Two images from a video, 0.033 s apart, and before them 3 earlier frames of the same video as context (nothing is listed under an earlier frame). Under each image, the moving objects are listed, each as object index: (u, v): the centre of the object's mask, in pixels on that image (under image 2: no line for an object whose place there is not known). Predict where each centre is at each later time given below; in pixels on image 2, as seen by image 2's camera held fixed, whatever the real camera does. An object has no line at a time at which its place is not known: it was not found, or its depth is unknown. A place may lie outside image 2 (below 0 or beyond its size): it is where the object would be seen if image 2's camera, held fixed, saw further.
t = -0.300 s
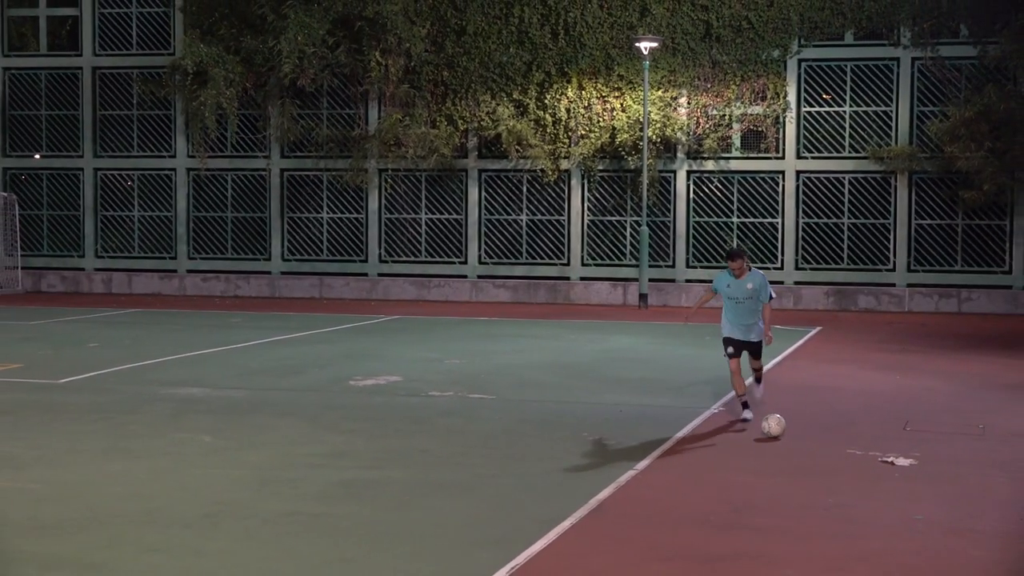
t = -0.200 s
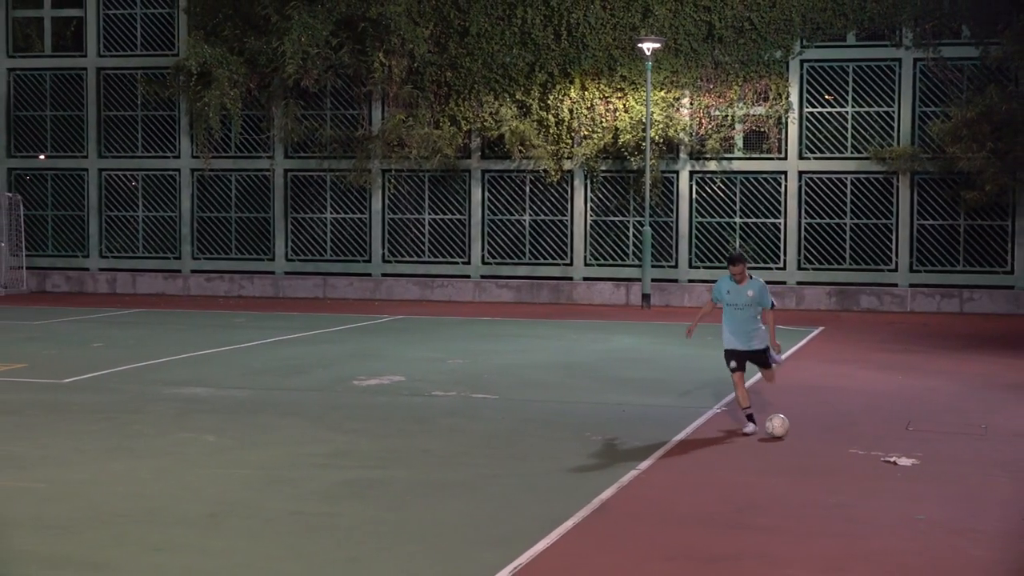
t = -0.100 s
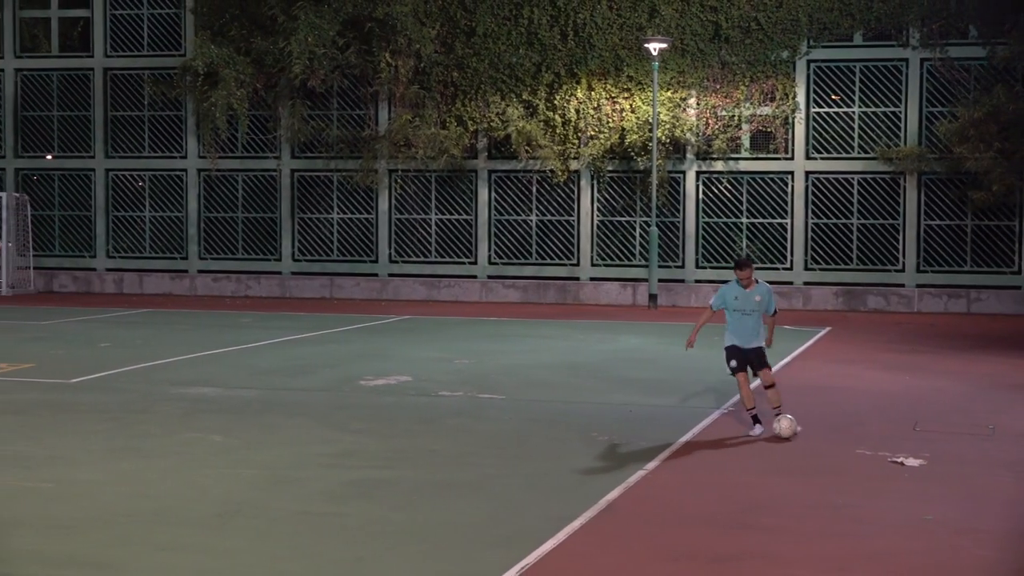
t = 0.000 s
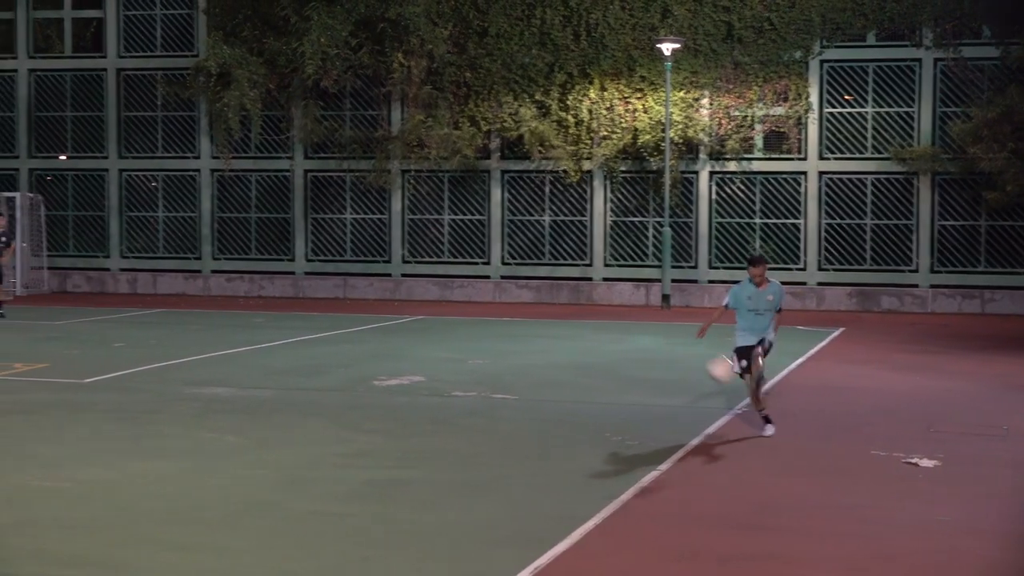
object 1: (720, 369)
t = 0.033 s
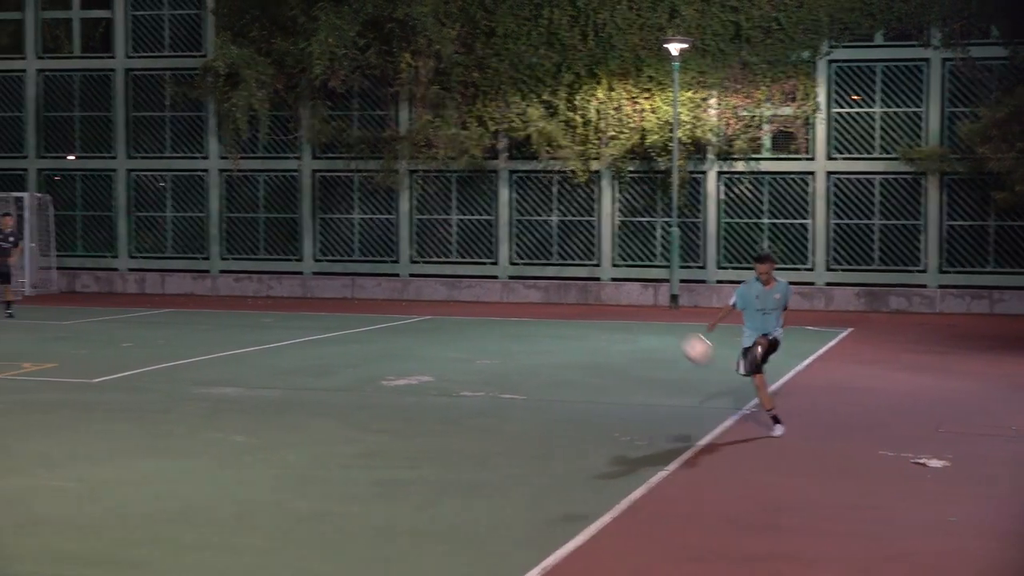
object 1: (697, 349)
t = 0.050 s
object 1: (680, 339)
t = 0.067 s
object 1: (660, 327)
